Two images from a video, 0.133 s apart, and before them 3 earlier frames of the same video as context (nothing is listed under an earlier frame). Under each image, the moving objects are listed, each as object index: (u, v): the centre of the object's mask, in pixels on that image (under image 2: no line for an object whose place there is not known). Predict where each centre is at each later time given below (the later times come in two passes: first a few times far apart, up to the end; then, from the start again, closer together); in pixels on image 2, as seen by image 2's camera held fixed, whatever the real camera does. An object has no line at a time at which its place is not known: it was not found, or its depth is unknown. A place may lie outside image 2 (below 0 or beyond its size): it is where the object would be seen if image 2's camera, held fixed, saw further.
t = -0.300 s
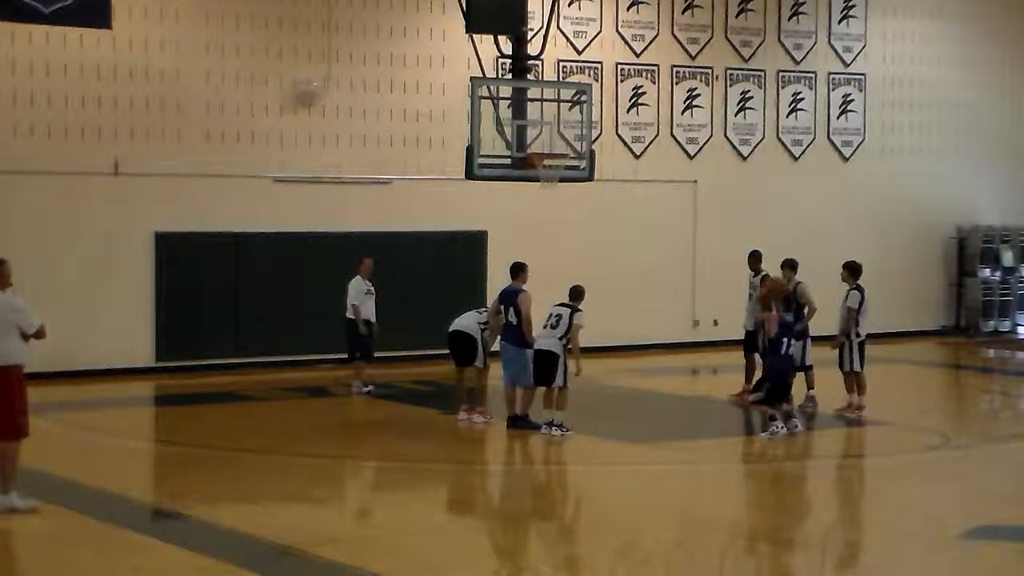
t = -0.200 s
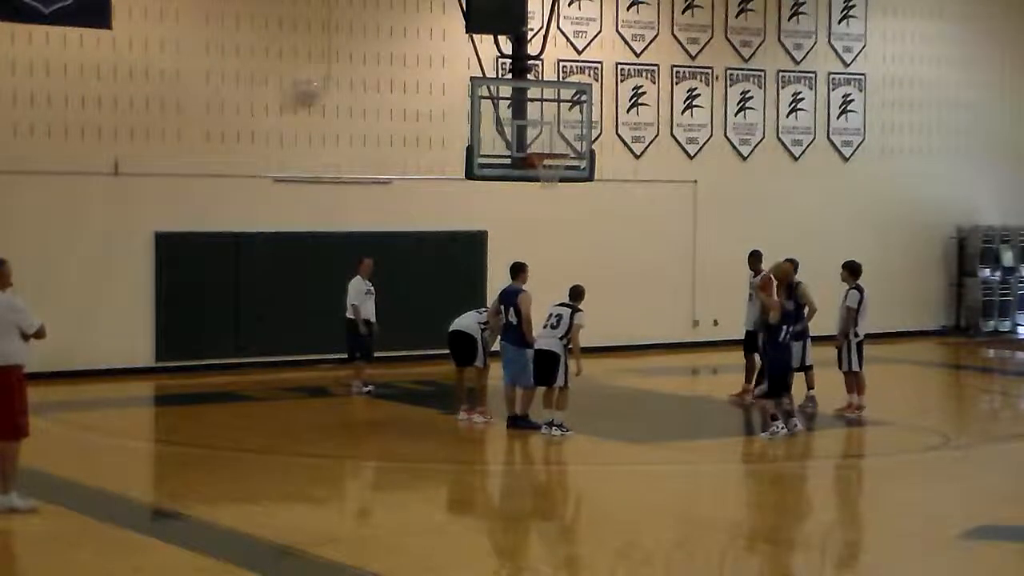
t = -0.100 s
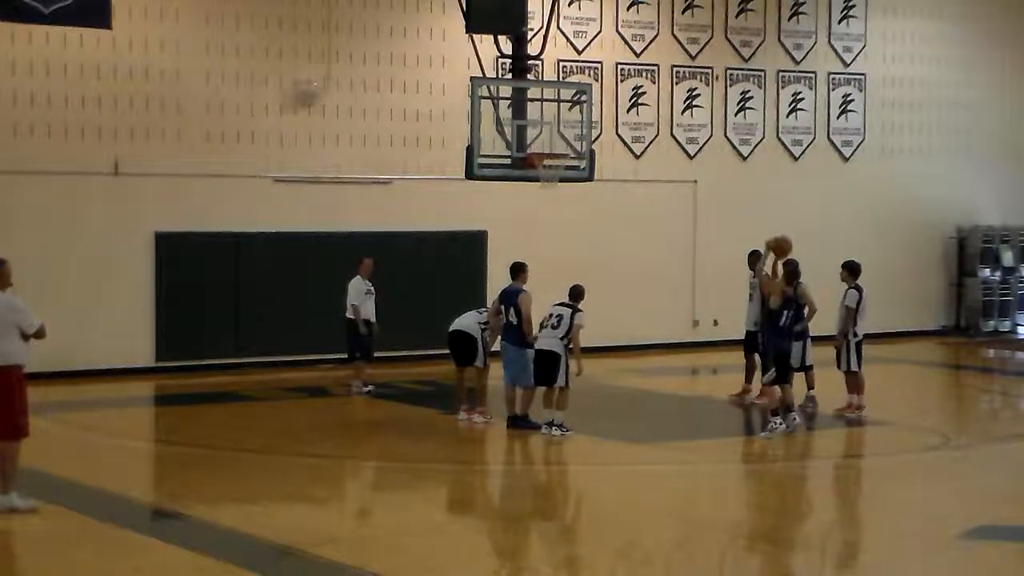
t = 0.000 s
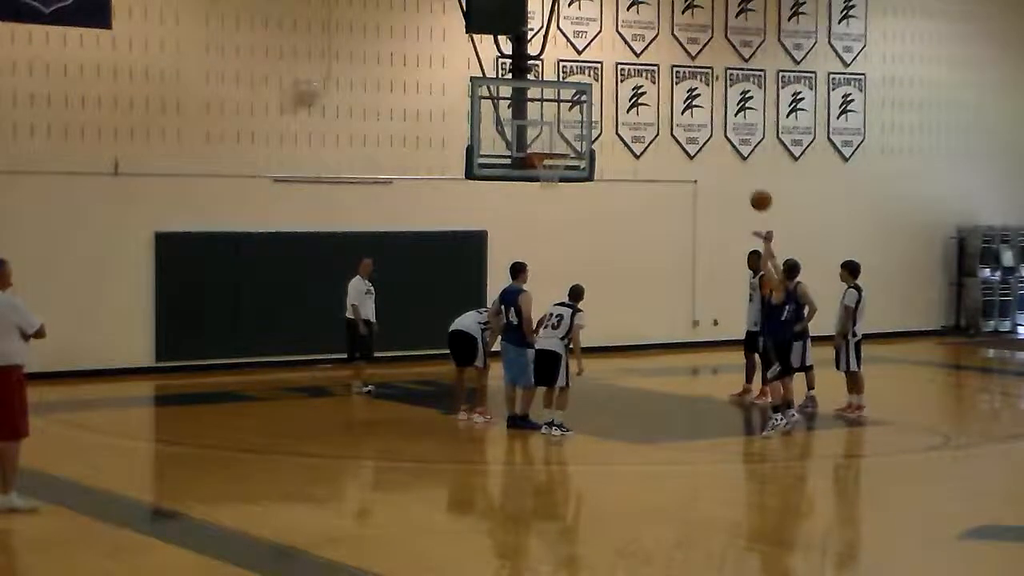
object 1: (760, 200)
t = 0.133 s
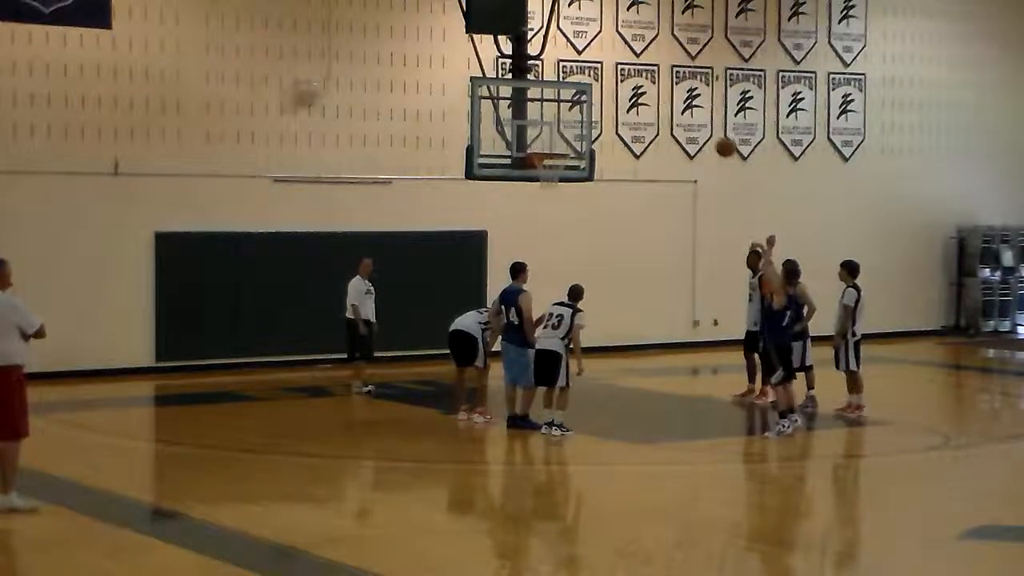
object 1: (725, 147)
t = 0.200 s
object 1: (709, 126)
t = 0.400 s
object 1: (660, 90)
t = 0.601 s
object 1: (614, 89)
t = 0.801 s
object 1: (572, 120)
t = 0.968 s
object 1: (545, 152)
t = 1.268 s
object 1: (570, 201)
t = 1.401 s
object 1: (582, 237)
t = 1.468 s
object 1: (589, 260)
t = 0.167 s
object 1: (717, 136)
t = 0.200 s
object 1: (709, 126)
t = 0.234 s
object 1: (701, 118)
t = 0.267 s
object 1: (692, 111)
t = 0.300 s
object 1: (684, 104)
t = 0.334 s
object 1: (675, 98)
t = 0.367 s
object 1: (668, 94)
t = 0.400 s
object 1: (660, 90)
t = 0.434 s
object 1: (652, 87)
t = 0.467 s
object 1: (645, 86)
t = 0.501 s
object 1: (637, 86)
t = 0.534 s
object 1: (630, 86)
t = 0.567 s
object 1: (622, 87)
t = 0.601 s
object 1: (614, 89)
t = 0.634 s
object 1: (608, 92)
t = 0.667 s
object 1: (600, 95)
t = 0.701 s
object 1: (594, 100)
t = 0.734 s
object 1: (586, 107)
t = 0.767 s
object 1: (579, 111)
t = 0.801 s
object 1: (572, 120)
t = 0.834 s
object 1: (565, 128)
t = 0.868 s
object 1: (557, 137)
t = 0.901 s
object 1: (552, 145)
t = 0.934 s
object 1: (548, 148)
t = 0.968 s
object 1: (545, 152)
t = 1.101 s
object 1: (549, 173)
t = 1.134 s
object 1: (554, 177)
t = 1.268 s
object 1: (570, 201)
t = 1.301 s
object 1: (573, 208)
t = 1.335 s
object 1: (576, 217)
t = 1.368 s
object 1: (579, 227)
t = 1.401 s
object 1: (582, 237)
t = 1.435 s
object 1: (586, 248)
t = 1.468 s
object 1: (589, 260)
